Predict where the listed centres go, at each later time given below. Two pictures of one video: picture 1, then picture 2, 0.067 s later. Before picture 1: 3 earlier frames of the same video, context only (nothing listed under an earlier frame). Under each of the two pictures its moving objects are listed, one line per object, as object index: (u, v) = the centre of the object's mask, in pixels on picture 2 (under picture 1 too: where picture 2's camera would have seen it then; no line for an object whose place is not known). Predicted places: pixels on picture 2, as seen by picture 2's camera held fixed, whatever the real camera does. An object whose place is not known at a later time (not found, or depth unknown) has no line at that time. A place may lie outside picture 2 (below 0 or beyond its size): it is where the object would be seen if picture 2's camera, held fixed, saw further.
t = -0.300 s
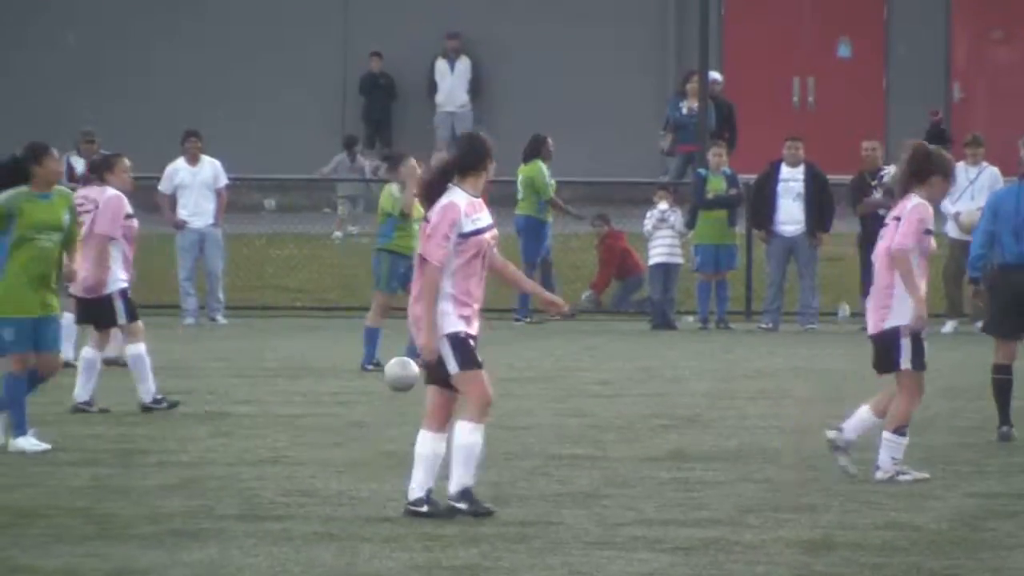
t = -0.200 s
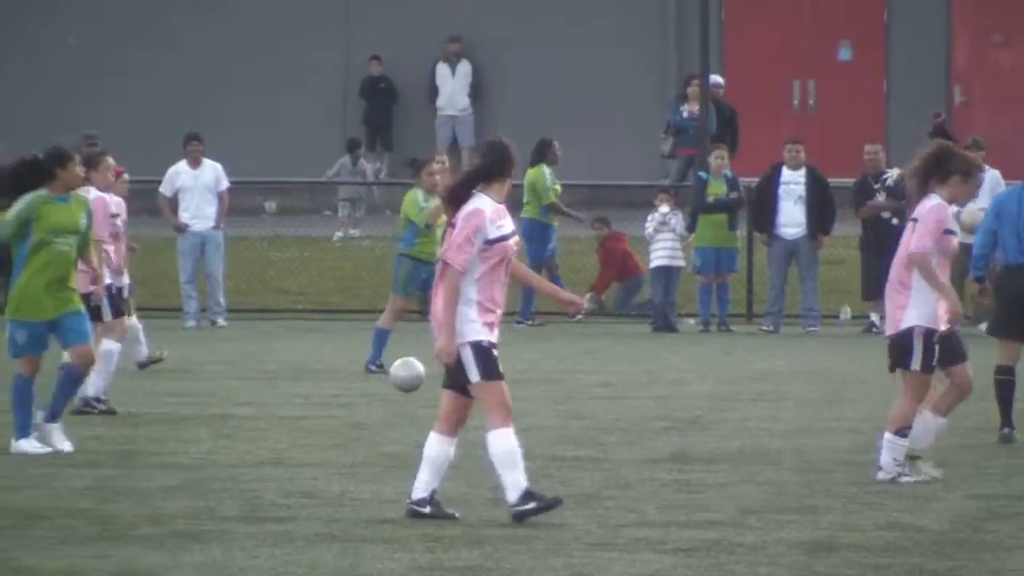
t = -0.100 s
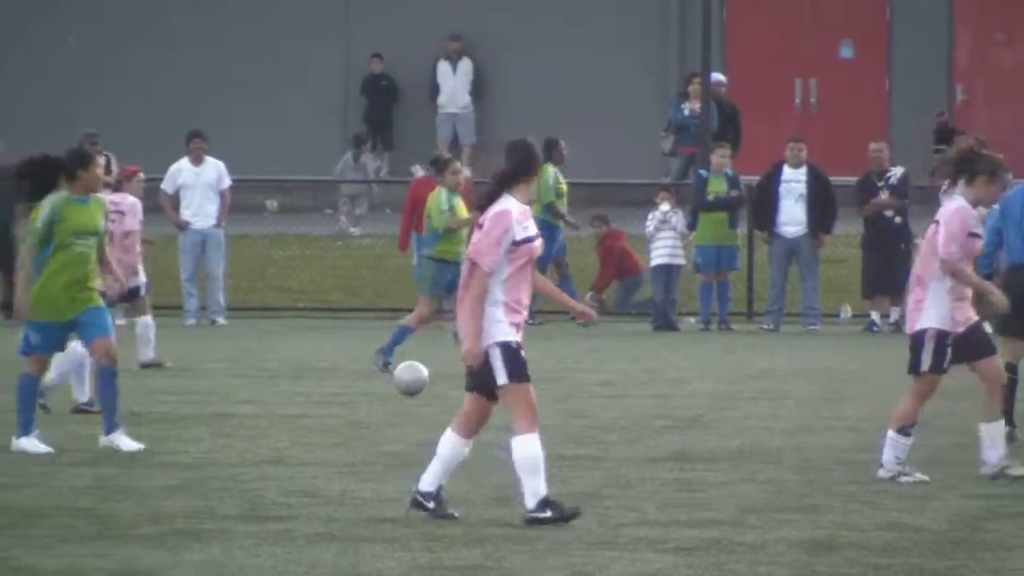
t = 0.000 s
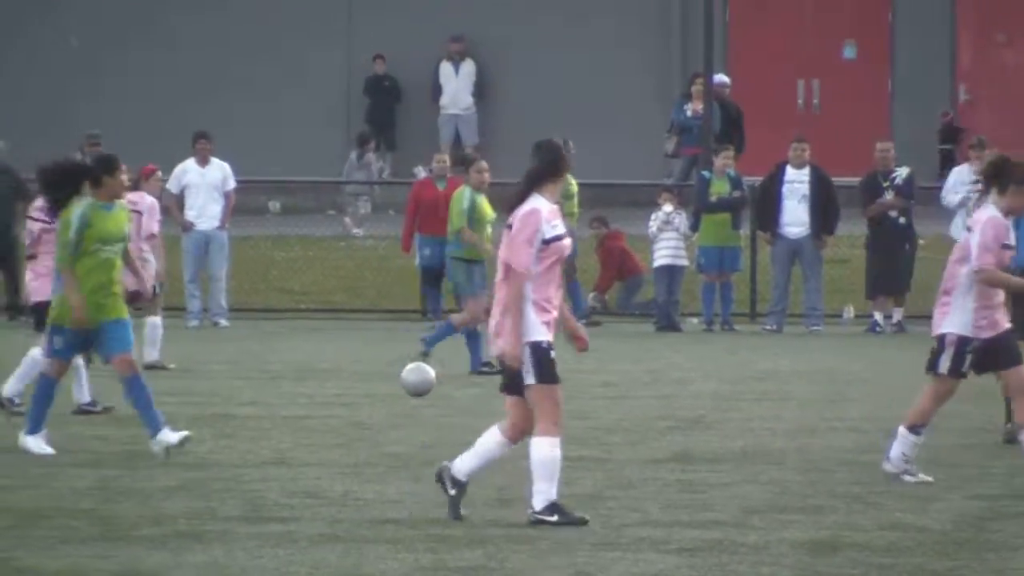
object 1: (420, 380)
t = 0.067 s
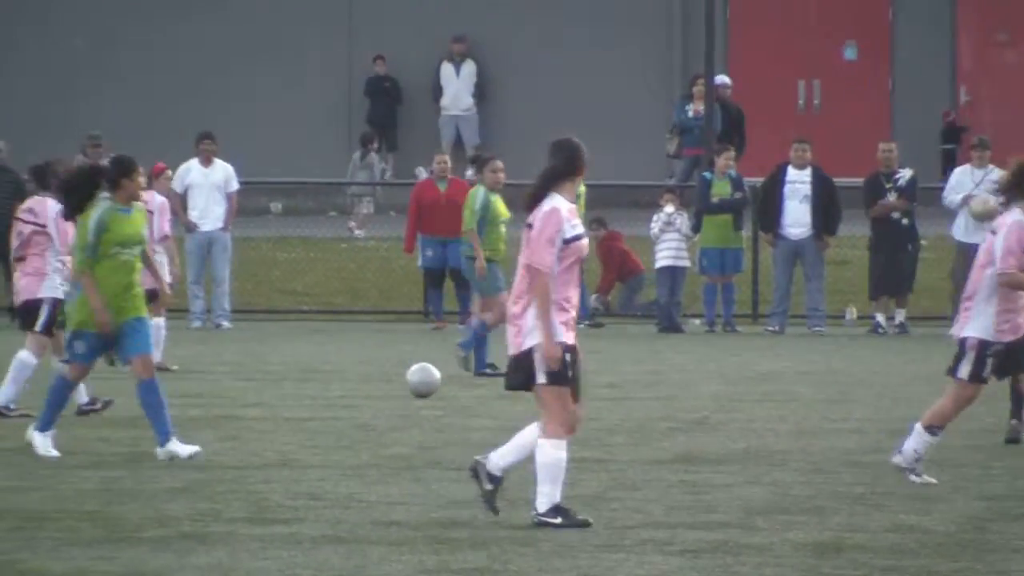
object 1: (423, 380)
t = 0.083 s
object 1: (424, 380)
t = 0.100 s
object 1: (424, 380)
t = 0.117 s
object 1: (424, 379)
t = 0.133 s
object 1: (425, 379)
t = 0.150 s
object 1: (425, 378)
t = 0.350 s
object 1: (431, 377)
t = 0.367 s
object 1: (431, 378)
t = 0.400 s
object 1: (432, 378)
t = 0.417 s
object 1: (433, 377)
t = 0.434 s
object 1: (434, 377)
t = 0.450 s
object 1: (434, 377)
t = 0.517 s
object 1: (435, 377)
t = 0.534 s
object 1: (436, 377)
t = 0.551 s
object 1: (437, 377)
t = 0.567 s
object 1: (437, 377)
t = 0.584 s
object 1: (437, 377)
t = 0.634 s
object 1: (438, 378)
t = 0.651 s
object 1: (439, 377)
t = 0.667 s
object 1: (439, 377)
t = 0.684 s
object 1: (440, 377)
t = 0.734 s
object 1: (440, 376)
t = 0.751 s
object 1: (441, 376)
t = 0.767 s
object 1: (441, 376)
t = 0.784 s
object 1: (441, 375)
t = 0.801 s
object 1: (442, 374)
